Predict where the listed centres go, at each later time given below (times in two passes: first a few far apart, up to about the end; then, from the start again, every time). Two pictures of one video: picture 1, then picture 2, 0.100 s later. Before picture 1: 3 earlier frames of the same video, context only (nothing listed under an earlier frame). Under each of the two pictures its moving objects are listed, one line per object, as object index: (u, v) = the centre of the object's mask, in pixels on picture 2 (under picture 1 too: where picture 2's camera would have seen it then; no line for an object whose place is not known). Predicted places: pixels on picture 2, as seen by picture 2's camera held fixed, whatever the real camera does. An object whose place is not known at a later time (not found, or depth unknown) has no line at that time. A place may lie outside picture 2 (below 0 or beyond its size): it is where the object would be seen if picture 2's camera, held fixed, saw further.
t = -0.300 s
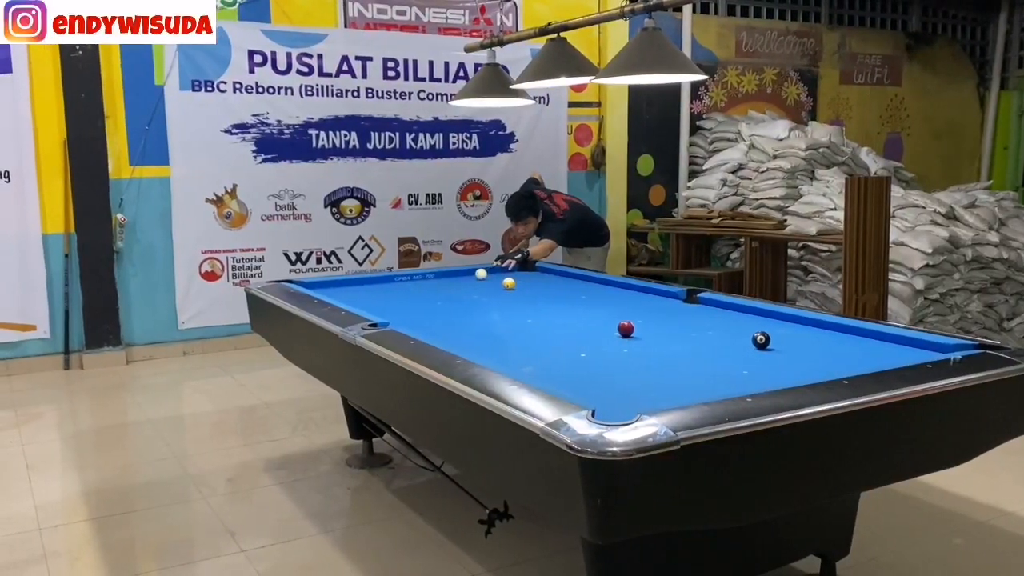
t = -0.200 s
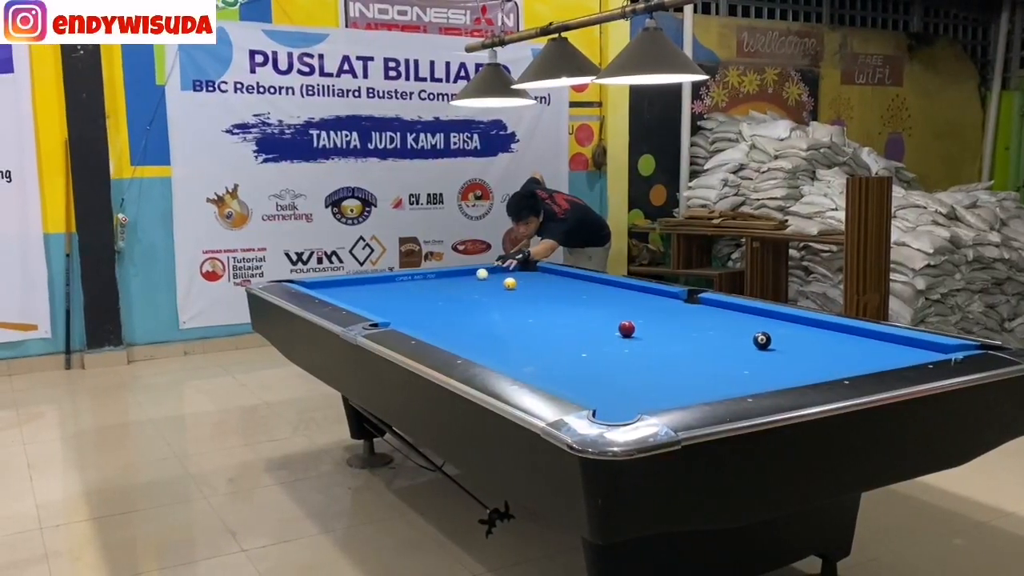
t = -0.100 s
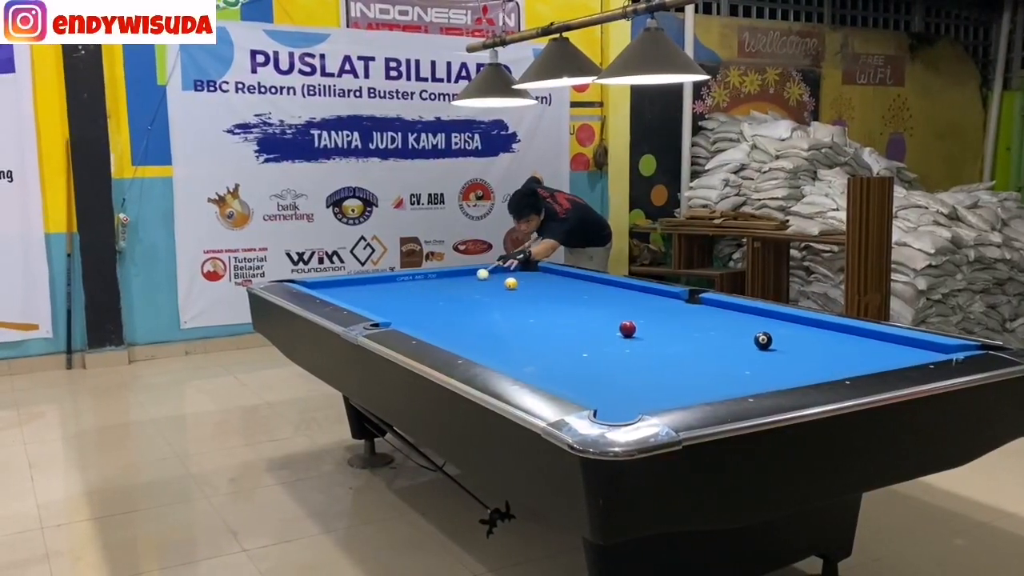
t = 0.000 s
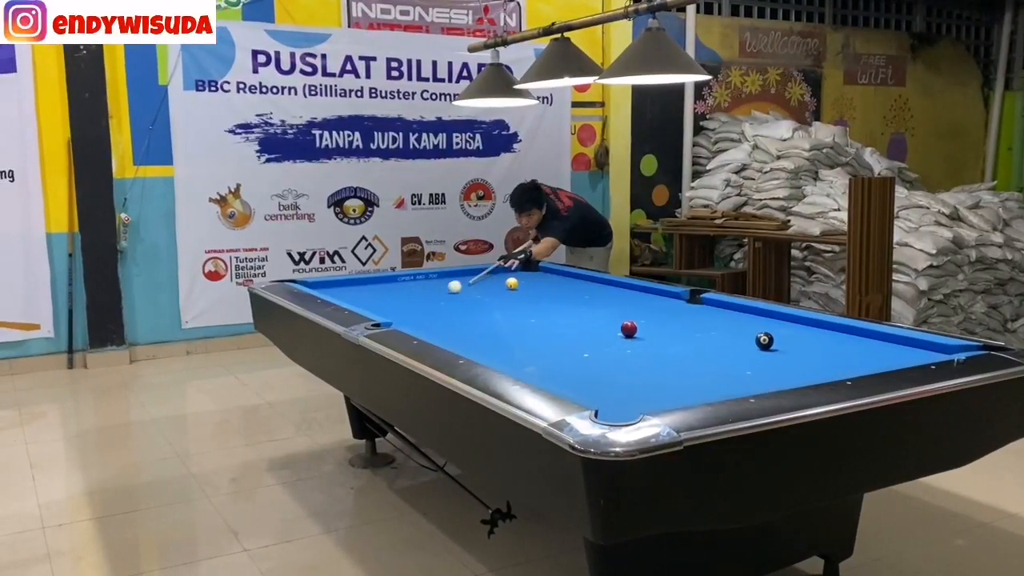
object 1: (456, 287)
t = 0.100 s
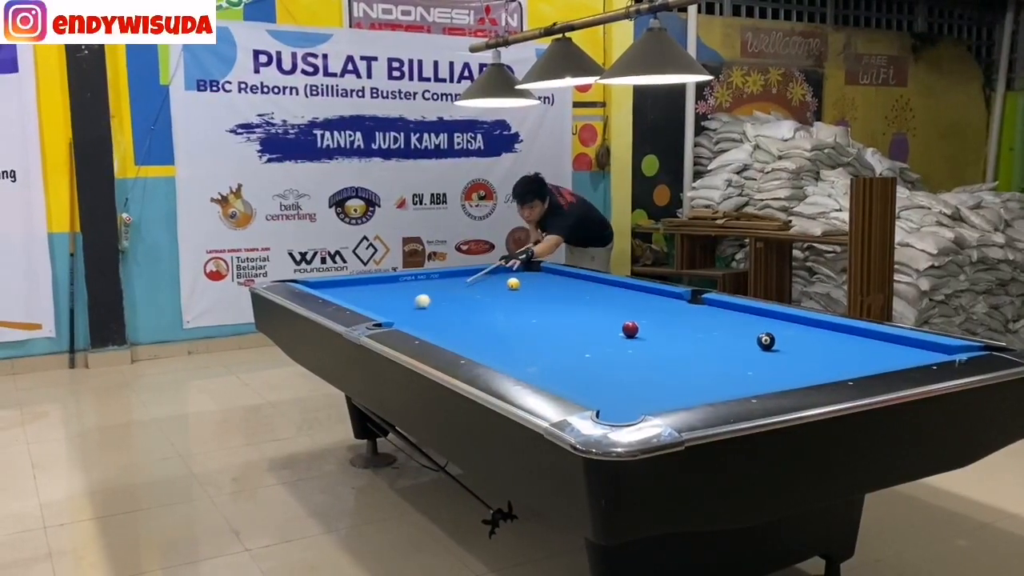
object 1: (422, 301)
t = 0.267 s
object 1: (417, 318)
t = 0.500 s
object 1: (522, 321)
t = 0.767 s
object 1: (644, 325)
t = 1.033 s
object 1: (772, 329)
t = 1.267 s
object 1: (870, 335)
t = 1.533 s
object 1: (860, 345)
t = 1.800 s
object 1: (851, 355)
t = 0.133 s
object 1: (410, 307)
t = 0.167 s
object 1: (398, 312)
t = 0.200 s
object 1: (386, 315)
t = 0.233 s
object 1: (400, 317)
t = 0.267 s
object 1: (417, 318)
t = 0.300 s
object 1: (433, 319)
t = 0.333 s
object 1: (449, 319)
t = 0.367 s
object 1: (463, 319)
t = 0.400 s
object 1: (478, 320)
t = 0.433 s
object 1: (493, 320)
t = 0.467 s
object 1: (507, 321)
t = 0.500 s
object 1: (522, 321)
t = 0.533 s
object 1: (537, 322)
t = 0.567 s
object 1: (552, 322)
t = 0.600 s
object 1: (566, 323)
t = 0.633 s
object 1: (581, 323)
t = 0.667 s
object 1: (597, 324)
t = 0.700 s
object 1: (612, 325)
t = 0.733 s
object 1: (625, 321)
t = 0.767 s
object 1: (644, 325)
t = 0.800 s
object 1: (658, 326)
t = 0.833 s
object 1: (674, 327)
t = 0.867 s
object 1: (690, 327)
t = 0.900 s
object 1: (706, 328)
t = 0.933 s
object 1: (722, 328)
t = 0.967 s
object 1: (738, 329)
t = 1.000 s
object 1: (754, 329)
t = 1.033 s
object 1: (772, 329)
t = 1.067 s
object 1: (788, 331)
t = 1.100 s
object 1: (805, 331)
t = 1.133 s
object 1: (821, 332)
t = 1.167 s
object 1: (838, 332)
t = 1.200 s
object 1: (855, 333)
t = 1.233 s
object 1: (871, 334)
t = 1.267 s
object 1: (870, 335)
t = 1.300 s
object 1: (868, 337)
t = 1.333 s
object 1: (867, 338)
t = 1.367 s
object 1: (866, 339)
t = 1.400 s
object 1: (865, 340)
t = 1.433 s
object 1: (864, 341)
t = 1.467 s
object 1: (863, 343)
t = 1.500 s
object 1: (862, 344)
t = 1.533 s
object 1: (860, 345)
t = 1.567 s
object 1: (859, 346)
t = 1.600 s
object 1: (858, 347)
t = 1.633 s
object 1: (857, 349)
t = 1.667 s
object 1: (856, 350)
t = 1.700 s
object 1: (855, 351)
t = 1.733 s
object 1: (853, 353)
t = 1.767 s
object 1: (852, 354)
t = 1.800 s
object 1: (851, 355)
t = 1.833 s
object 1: (850, 357)
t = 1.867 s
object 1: (848, 358)
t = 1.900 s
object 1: (847, 359)
